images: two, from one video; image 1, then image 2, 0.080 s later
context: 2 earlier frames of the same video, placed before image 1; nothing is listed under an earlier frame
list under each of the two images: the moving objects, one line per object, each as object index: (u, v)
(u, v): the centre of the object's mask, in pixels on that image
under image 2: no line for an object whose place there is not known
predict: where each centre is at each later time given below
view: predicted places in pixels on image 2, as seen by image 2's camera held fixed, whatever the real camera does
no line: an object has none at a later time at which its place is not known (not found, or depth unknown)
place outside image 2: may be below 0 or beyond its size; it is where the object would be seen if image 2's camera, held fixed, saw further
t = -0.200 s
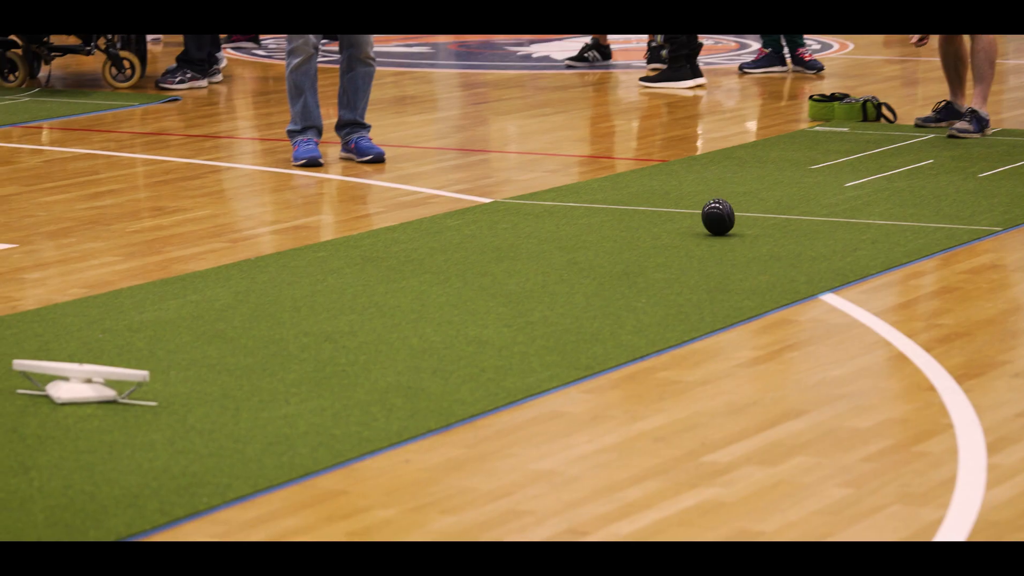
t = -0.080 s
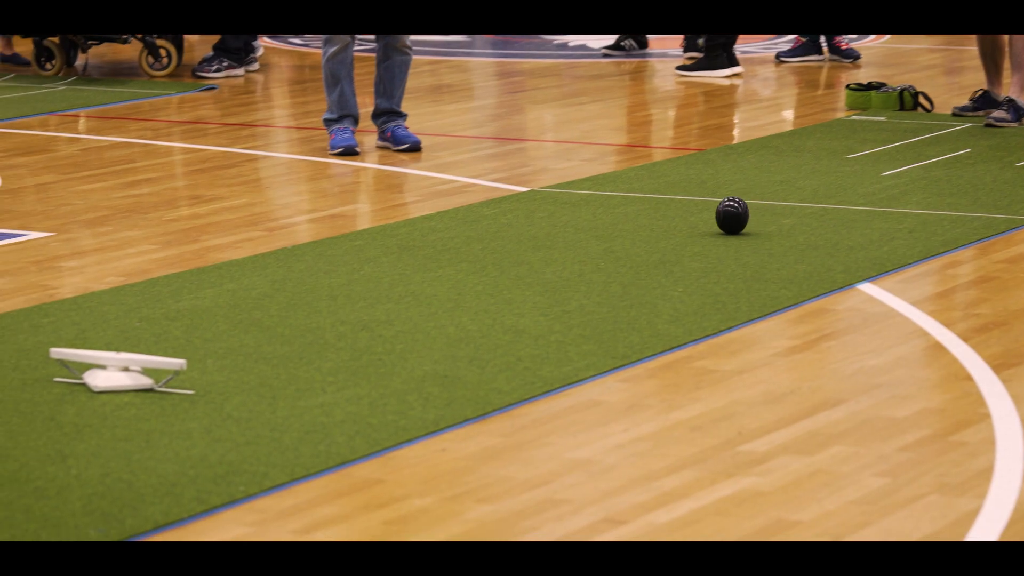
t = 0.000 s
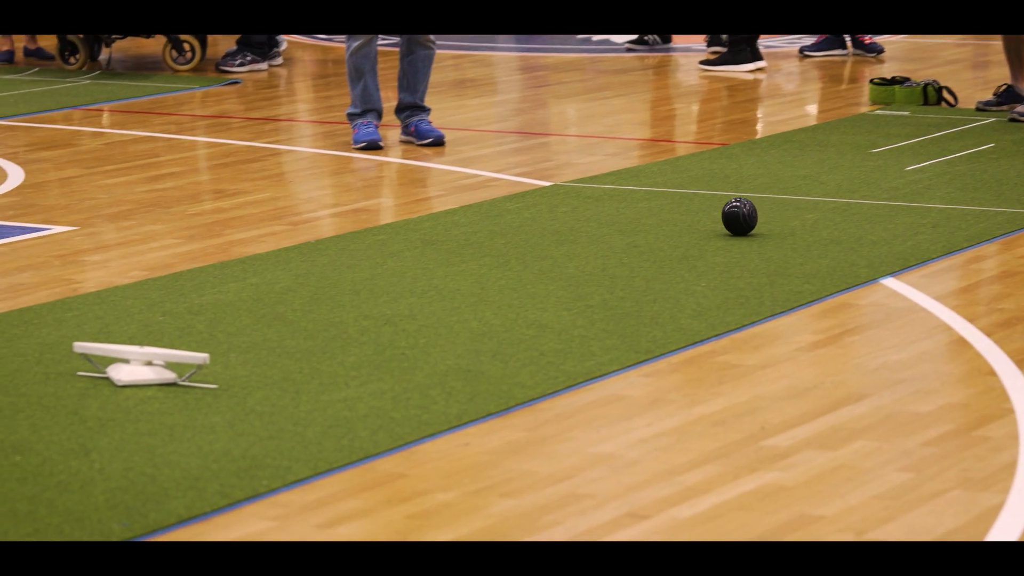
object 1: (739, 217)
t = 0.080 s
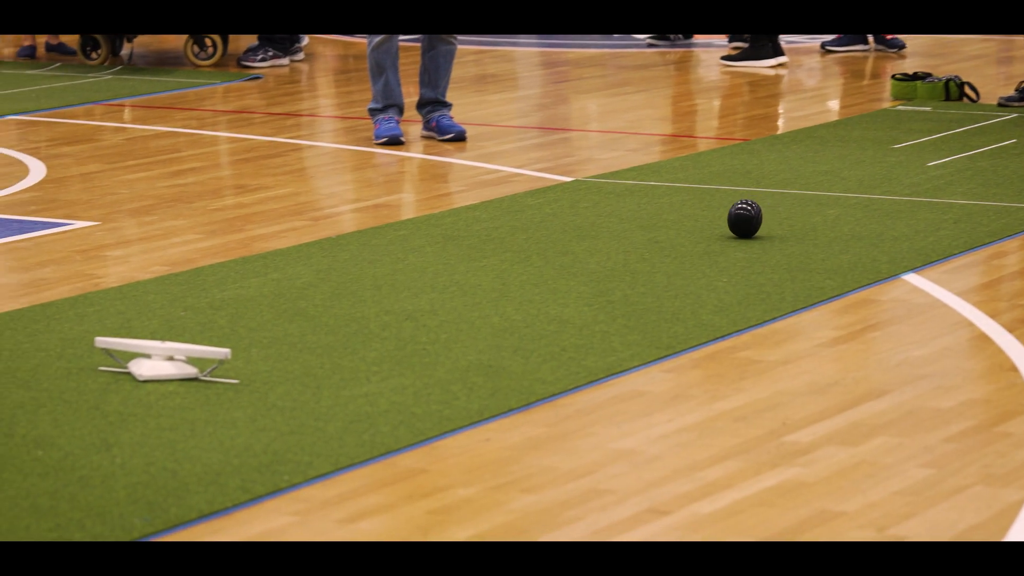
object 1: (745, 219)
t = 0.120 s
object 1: (738, 222)
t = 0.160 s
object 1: (732, 225)
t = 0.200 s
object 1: (725, 228)
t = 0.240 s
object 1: (719, 231)
